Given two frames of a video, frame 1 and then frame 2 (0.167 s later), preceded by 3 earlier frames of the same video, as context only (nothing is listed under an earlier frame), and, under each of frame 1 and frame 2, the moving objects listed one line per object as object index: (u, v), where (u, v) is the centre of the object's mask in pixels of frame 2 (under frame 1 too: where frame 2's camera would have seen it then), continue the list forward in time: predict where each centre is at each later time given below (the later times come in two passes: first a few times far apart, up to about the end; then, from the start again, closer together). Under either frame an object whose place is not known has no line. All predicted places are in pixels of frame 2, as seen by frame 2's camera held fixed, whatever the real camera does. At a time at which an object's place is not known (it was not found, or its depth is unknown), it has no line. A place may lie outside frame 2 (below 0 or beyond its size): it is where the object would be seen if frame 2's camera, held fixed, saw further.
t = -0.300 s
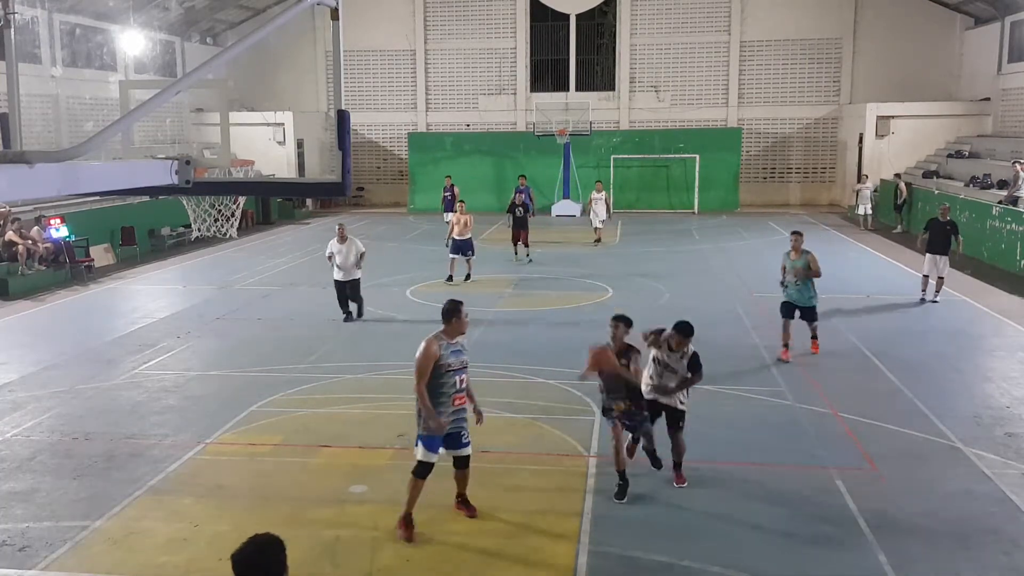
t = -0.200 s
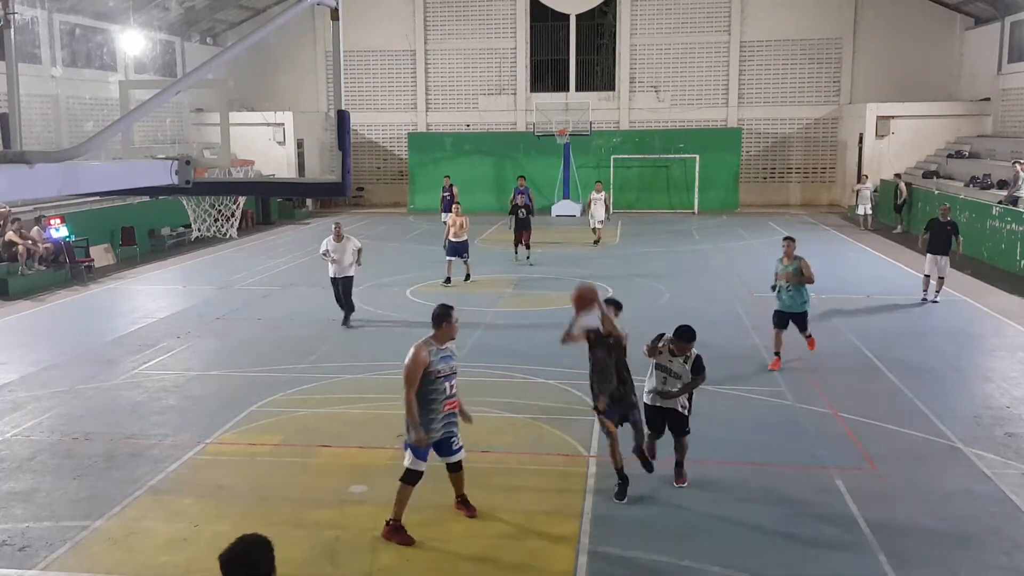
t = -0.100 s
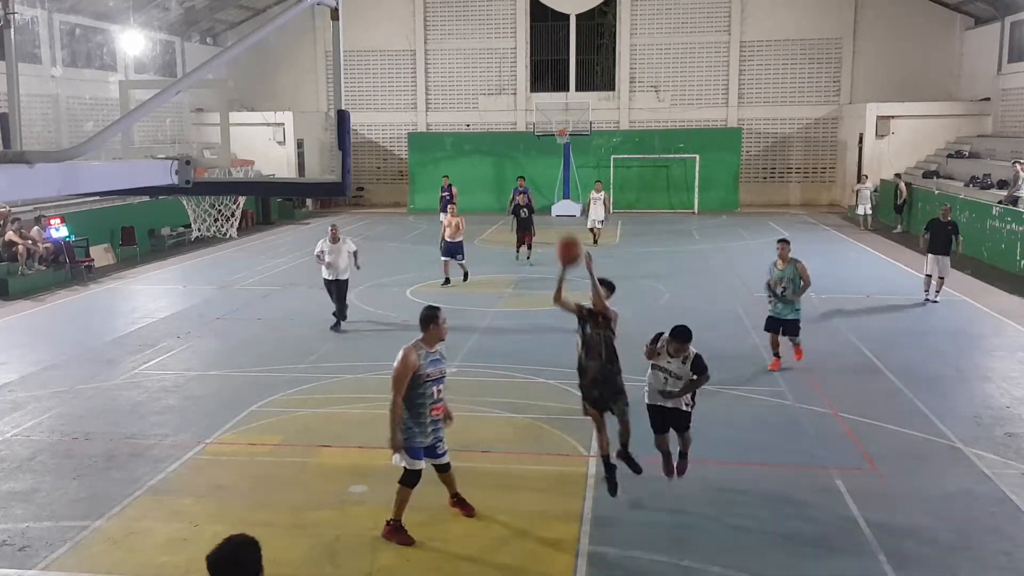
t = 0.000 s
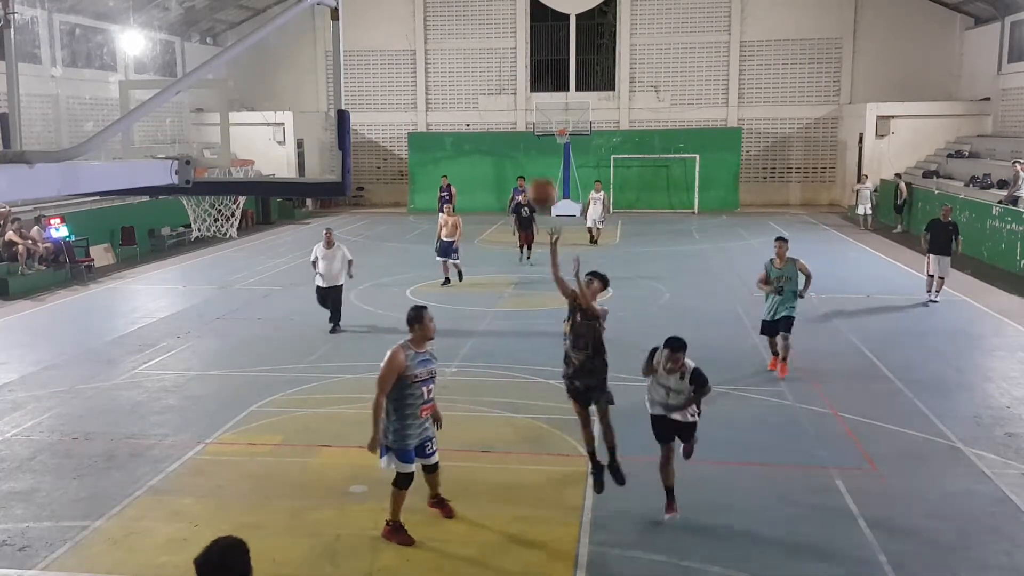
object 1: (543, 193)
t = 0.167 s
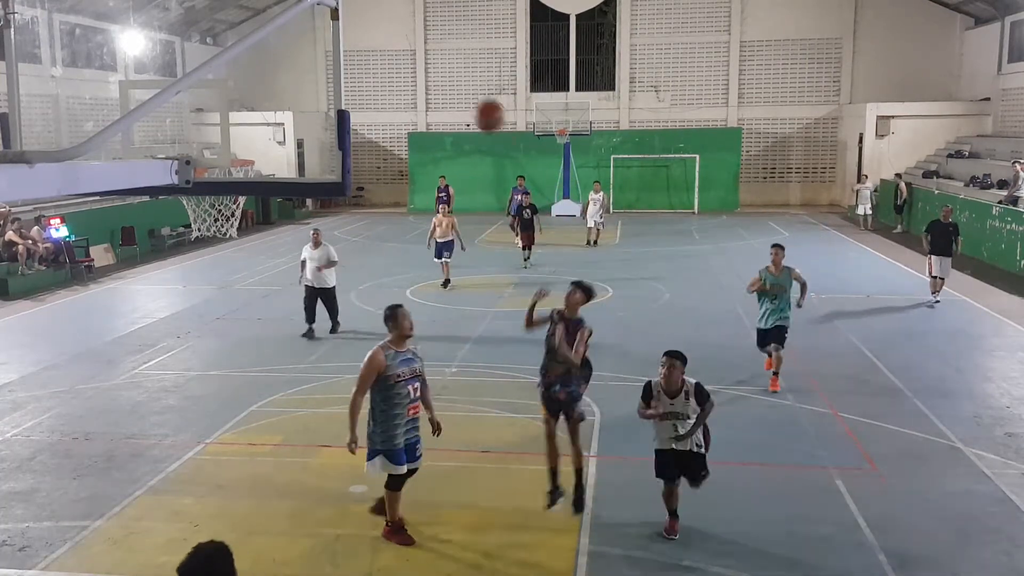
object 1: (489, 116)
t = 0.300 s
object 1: (443, 73)
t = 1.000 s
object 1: (163, 222)
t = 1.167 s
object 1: (142, 285)
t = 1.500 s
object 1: (112, 556)
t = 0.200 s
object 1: (478, 103)
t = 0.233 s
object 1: (466, 92)
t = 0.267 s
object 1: (454, 81)
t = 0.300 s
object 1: (443, 73)
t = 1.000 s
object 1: (163, 222)
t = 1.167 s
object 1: (142, 285)
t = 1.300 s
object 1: (128, 374)
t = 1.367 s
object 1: (123, 427)
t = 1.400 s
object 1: (120, 459)
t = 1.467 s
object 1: (114, 526)
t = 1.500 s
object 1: (112, 556)
